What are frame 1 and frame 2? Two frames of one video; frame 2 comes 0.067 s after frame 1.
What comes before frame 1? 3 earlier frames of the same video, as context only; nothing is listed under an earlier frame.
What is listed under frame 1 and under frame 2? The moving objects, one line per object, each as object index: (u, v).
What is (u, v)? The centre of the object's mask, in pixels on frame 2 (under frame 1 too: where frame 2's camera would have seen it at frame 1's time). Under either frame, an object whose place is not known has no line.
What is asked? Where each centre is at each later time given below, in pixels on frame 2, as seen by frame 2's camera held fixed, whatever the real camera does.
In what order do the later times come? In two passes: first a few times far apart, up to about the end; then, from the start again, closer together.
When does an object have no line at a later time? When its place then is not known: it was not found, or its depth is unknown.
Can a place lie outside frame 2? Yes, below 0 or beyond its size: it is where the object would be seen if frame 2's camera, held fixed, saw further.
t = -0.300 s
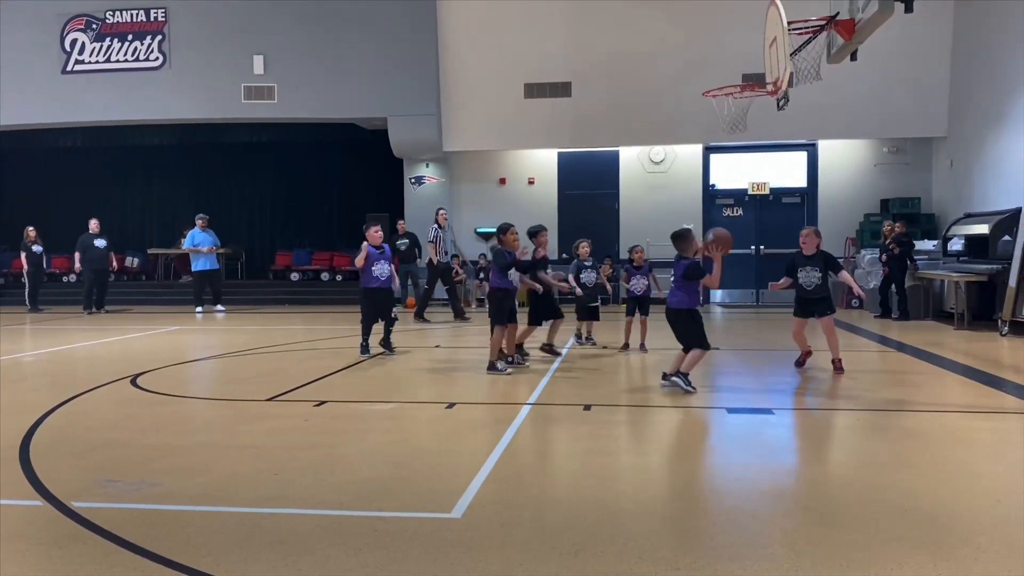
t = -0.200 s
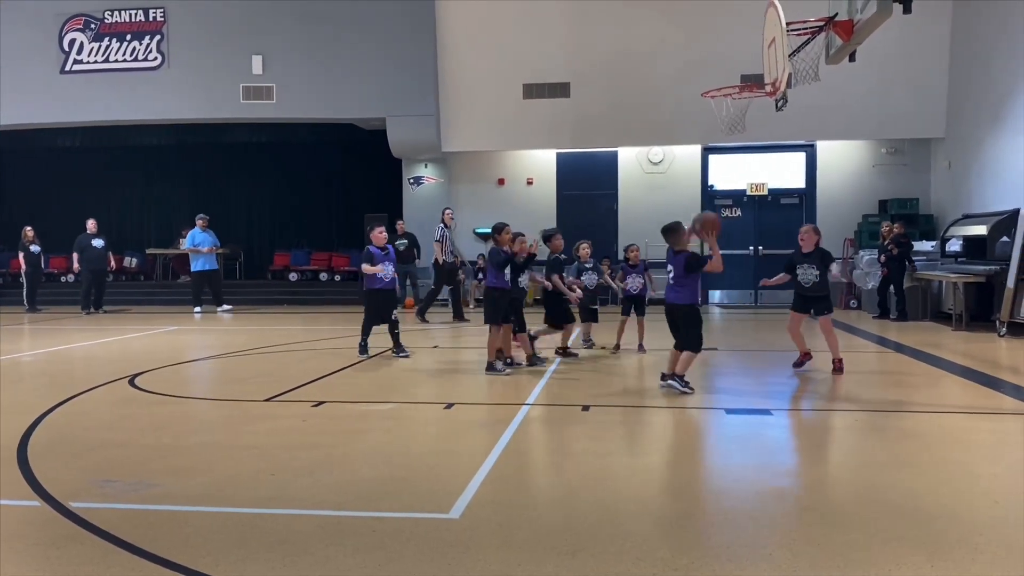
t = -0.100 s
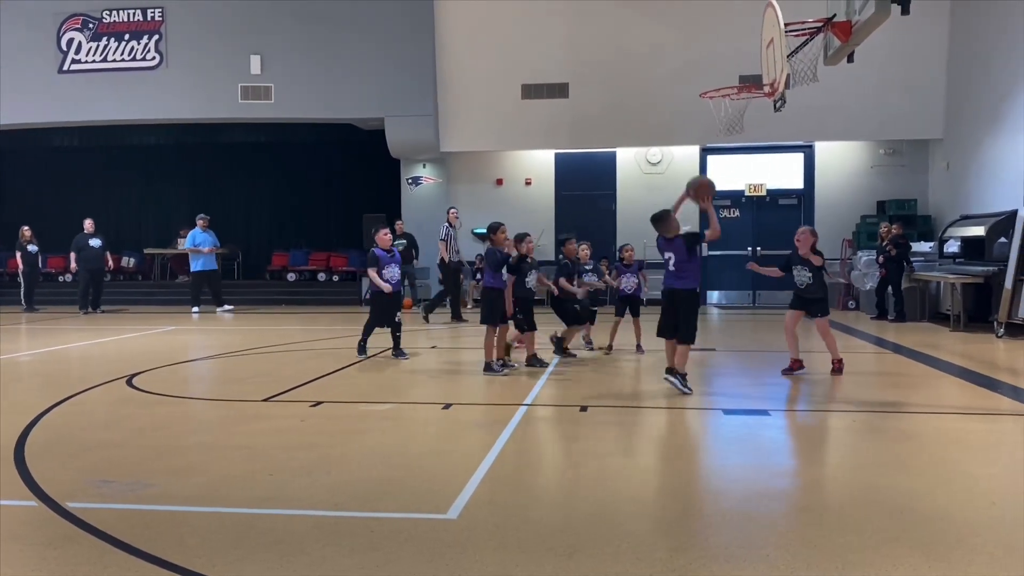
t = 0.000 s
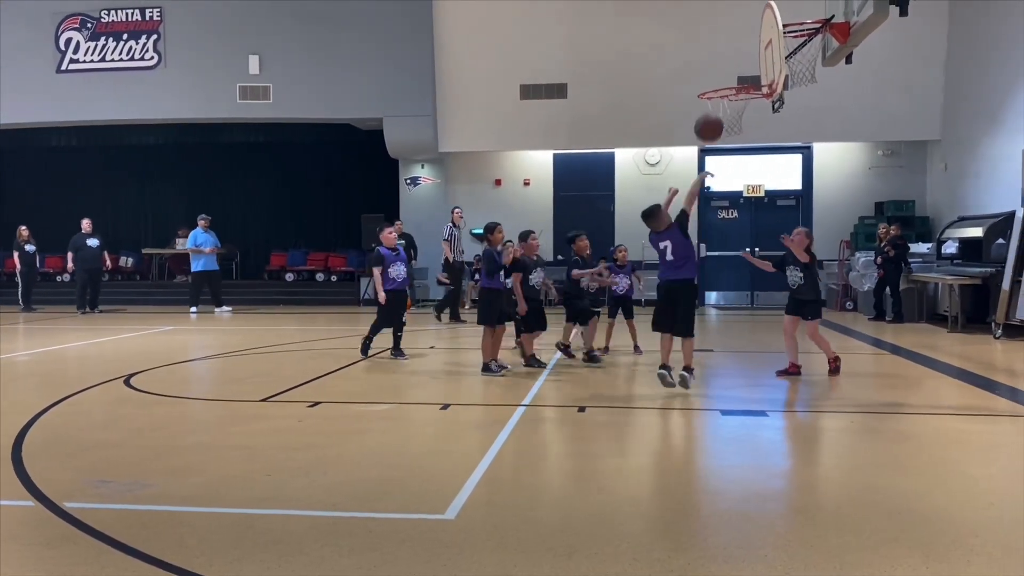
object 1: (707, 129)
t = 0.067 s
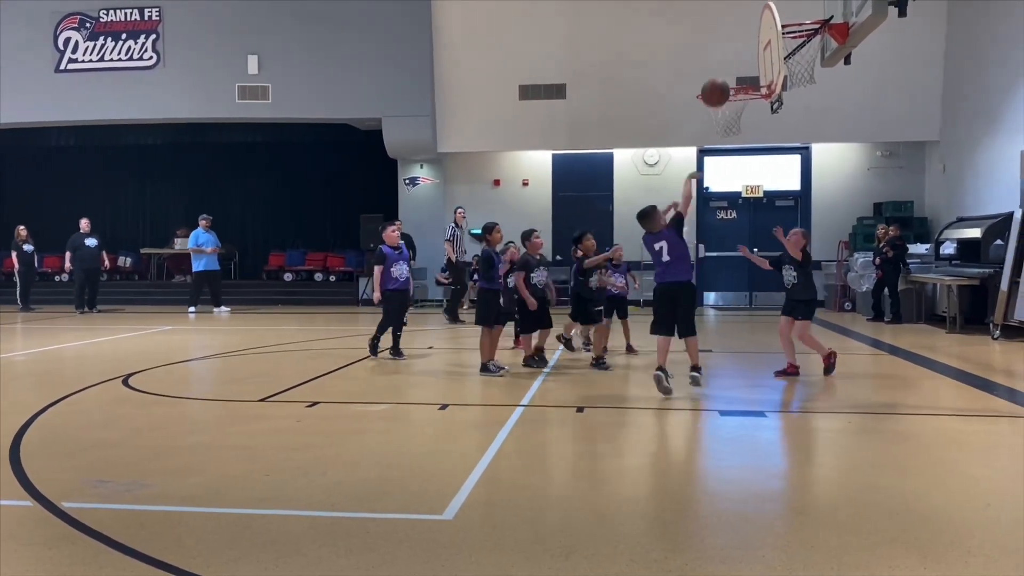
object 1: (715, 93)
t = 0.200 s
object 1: (730, 41)
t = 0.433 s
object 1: (753, 7)
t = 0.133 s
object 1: (722, 64)
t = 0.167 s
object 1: (726, 52)
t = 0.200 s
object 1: (730, 41)
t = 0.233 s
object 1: (733, 31)
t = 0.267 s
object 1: (736, 24)
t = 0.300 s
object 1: (740, 17)
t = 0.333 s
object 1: (743, 12)
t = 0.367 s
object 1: (747, 9)
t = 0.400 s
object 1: (750, 7)
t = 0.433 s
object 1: (753, 7)
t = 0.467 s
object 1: (756, 7)
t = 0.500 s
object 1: (759, 9)
